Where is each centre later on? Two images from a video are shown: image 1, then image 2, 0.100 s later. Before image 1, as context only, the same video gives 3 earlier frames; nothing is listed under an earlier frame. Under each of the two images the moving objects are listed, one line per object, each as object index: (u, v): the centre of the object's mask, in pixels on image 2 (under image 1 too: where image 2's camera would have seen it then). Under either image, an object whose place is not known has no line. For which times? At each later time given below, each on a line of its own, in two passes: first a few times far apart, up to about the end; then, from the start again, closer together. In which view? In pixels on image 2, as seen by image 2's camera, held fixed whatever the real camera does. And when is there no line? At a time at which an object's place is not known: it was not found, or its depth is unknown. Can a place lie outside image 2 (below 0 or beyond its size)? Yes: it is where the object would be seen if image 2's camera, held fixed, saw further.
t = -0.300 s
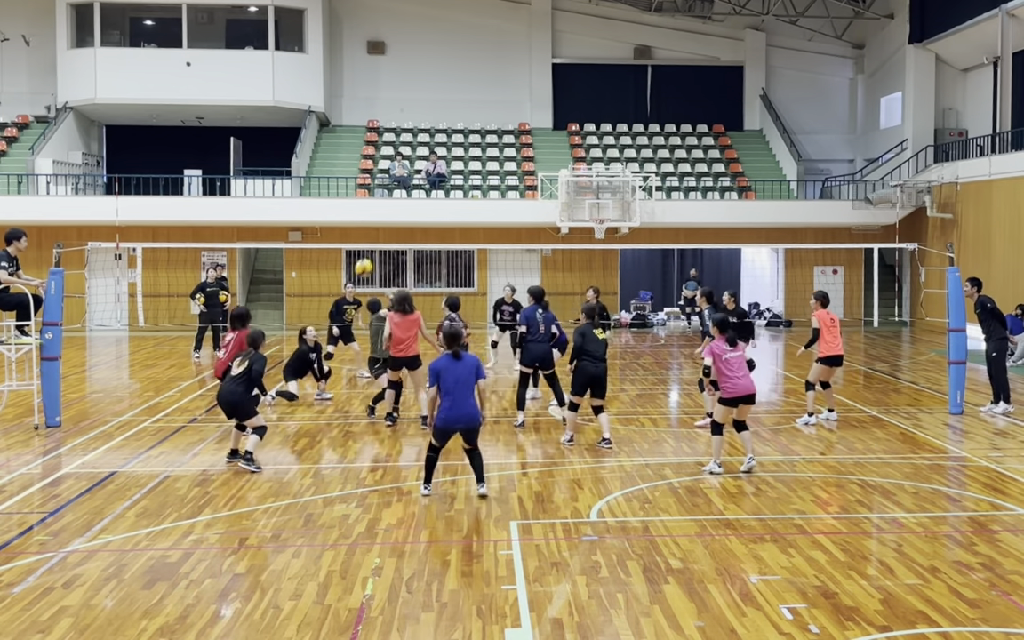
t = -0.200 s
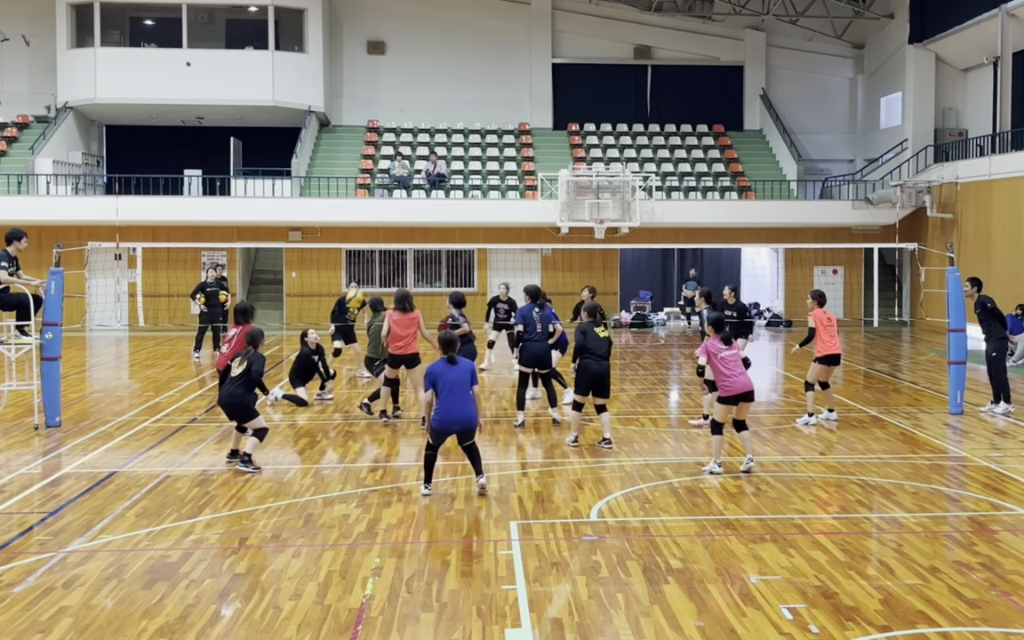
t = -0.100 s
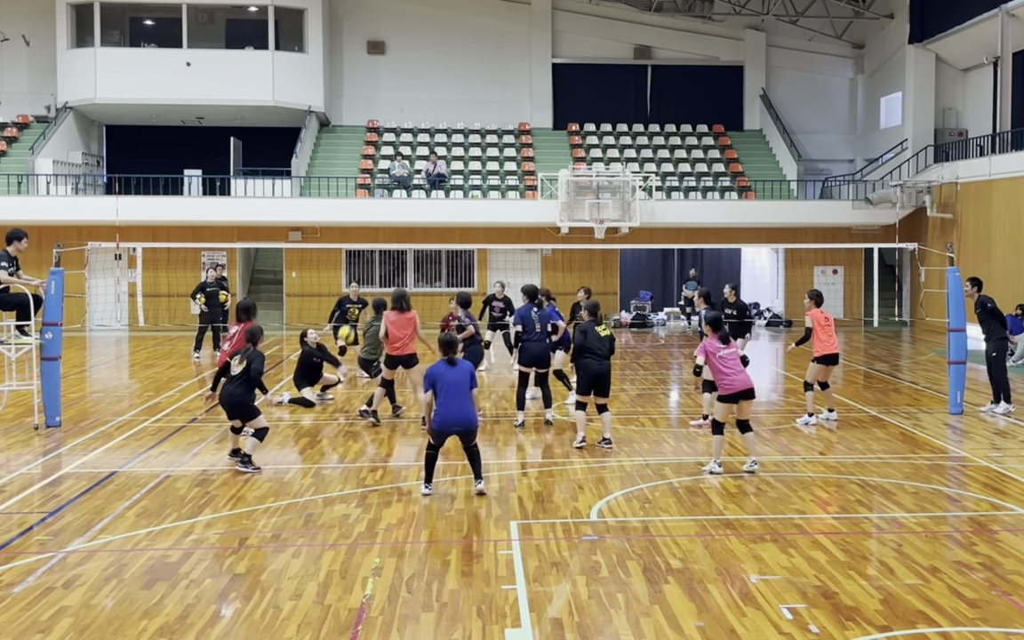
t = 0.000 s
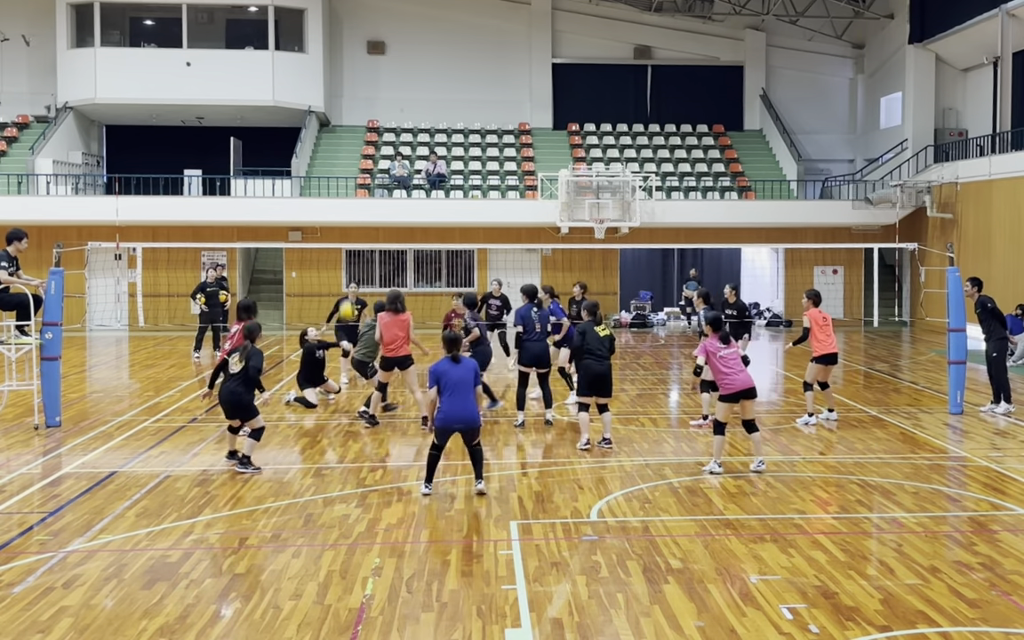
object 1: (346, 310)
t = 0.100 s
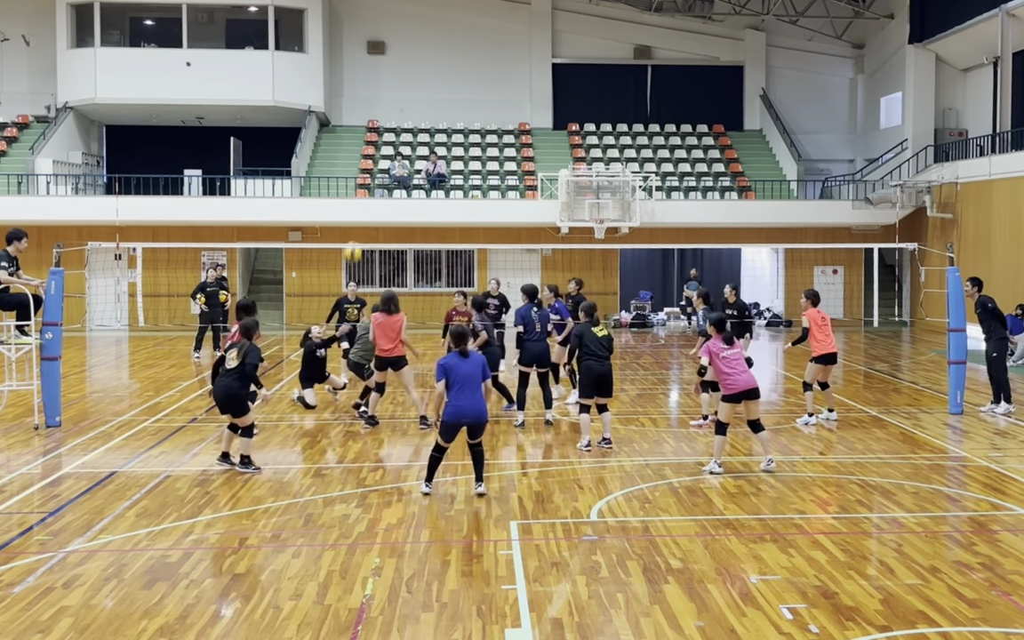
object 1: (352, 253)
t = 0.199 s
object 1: (358, 200)
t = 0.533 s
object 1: (374, 74)
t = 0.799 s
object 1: (395, 40)
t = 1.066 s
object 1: (412, 67)
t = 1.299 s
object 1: (428, 151)
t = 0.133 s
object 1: (354, 234)
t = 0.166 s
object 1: (357, 218)
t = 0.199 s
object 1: (358, 200)
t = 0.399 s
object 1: (370, 118)
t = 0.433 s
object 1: (371, 105)
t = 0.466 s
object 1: (372, 94)
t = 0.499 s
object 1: (373, 84)
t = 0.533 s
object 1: (374, 74)
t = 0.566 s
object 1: (375, 66)
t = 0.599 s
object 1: (382, 62)
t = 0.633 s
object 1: (383, 56)
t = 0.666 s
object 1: (385, 50)
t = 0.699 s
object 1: (386, 46)
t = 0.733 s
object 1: (386, 42)
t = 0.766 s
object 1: (387, 40)
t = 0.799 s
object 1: (395, 40)
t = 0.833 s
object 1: (397, 40)
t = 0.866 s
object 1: (398, 41)
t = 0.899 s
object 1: (399, 42)
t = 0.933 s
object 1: (400, 44)
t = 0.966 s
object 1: (401, 47)
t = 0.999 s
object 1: (402, 52)
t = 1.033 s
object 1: (410, 60)
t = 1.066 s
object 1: (412, 67)
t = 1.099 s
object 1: (413, 74)
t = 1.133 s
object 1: (415, 83)
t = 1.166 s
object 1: (416, 94)
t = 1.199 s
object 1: (417, 106)
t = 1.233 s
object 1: (425, 122)
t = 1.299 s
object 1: (428, 151)
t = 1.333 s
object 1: (428, 168)
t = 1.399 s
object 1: (430, 203)
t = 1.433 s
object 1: (438, 228)
